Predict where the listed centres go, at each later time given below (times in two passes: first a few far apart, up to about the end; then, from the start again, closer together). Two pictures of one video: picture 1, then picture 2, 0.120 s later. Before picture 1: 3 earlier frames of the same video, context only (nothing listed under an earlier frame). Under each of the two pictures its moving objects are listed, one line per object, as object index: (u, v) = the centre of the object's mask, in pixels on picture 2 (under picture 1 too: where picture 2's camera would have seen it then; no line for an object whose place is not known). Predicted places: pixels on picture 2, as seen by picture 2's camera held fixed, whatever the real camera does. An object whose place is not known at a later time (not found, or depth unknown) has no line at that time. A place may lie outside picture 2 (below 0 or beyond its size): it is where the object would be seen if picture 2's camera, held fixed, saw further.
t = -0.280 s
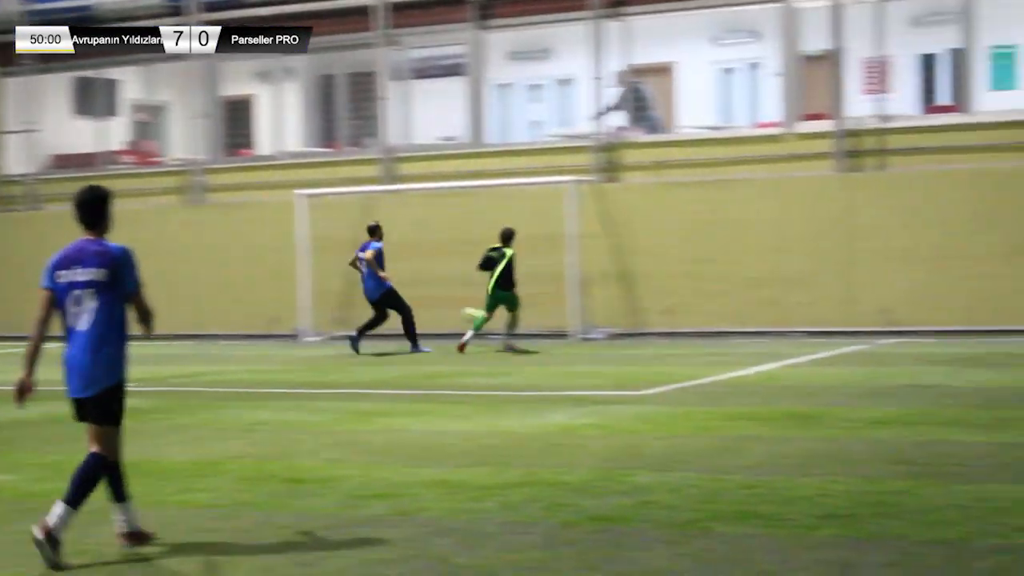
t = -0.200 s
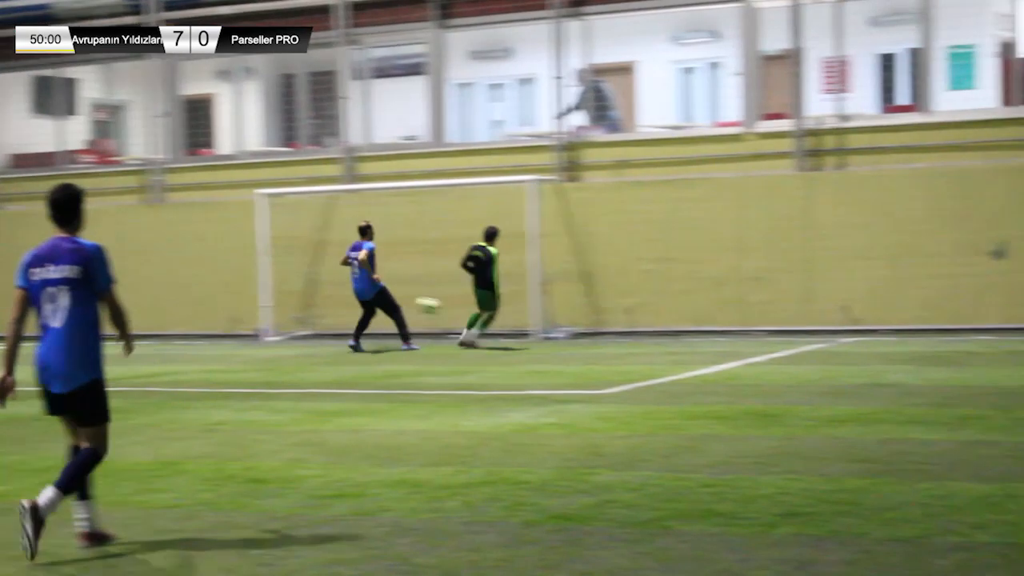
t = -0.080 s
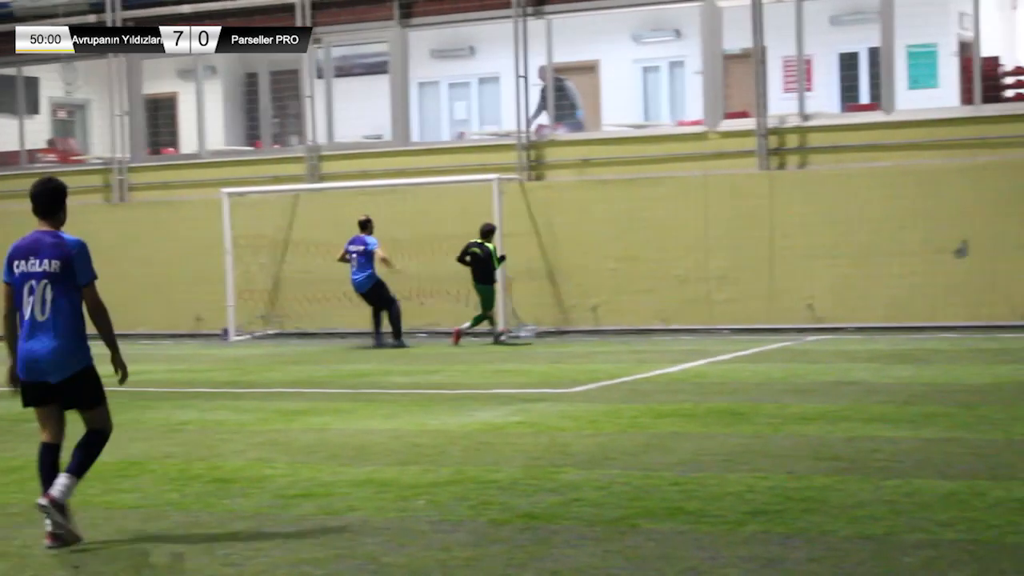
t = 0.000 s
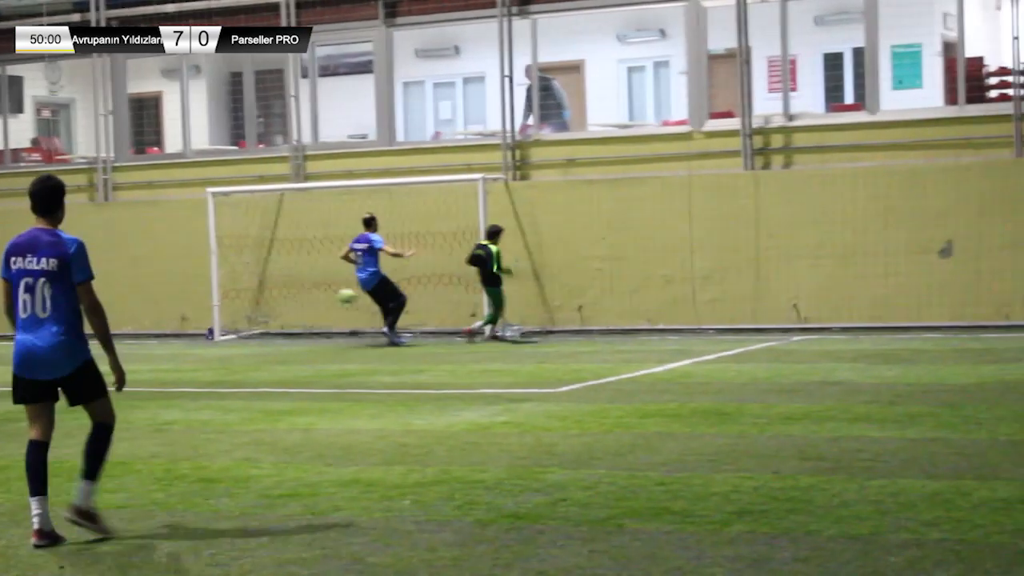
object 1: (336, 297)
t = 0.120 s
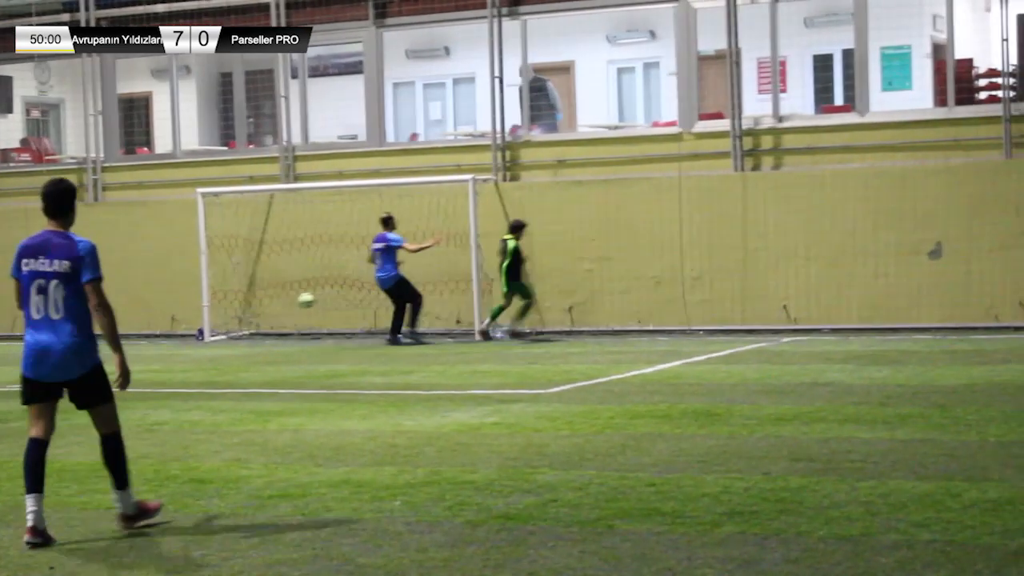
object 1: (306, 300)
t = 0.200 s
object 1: (286, 308)
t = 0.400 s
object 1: (240, 333)
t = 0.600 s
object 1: (215, 326)
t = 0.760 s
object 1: (195, 339)
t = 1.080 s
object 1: (139, 343)
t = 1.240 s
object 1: (115, 340)
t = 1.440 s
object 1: (85, 346)
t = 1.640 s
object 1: (55, 350)
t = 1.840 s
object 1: (26, 352)
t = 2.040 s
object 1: (-2, 353)
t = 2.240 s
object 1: (-29, 355)
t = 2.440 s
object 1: (-56, 357)
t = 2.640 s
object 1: (-84, 358)
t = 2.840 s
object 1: (-112, 361)
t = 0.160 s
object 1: (297, 303)
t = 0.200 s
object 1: (286, 308)
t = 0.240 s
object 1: (276, 313)
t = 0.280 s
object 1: (266, 320)
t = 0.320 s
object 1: (256, 327)
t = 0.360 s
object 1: (247, 336)
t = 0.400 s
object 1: (240, 333)
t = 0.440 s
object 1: (235, 329)
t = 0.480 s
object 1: (230, 327)
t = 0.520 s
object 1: (224, 325)
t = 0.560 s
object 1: (220, 325)
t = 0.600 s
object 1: (215, 326)
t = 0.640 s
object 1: (210, 327)
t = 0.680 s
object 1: (206, 329)
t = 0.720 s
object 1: (198, 334)
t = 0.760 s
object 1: (195, 339)
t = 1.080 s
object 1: (139, 343)
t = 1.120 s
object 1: (133, 343)
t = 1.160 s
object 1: (126, 341)
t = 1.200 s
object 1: (121, 340)
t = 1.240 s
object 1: (115, 340)
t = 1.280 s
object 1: (108, 343)
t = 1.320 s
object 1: (103, 346)
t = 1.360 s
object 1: (97, 346)
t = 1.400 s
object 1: (90, 345)
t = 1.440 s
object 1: (85, 346)
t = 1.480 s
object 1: (79, 347)
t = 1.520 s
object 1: (72, 348)
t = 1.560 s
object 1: (67, 348)
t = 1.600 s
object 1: (61, 349)
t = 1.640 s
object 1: (55, 350)
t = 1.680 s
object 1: (50, 350)
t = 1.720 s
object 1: (44, 350)
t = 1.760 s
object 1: (37, 351)
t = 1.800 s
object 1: (32, 351)
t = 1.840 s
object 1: (26, 352)
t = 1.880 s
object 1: (21, 352)
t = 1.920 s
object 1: (15, 353)
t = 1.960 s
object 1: (10, 353)
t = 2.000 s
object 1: (4, 353)
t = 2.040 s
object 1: (-2, 353)
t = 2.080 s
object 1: (-7, 354)
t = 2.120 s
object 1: (-12, 354)
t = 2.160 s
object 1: (-18, 355)
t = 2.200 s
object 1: (-24, 355)
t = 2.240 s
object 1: (-29, 355)
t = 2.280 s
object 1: (-34, 355)
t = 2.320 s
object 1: (-40, 356)
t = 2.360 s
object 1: (-45, 356)
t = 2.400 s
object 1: (-51, 356)
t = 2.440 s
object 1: (-56, 357)
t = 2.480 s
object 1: (-61, 356)
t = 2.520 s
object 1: (-67, 357)
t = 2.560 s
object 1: (-73, 357)
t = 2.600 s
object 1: (-78, 358)
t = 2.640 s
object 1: (-84, 358)
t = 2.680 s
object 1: (-89, 358)
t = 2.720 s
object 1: (-95, 359)
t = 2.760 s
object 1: (-101, 359)
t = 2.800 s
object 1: (-106, 360)
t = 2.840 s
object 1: (-112, 361)
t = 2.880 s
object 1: (-117, 362)
